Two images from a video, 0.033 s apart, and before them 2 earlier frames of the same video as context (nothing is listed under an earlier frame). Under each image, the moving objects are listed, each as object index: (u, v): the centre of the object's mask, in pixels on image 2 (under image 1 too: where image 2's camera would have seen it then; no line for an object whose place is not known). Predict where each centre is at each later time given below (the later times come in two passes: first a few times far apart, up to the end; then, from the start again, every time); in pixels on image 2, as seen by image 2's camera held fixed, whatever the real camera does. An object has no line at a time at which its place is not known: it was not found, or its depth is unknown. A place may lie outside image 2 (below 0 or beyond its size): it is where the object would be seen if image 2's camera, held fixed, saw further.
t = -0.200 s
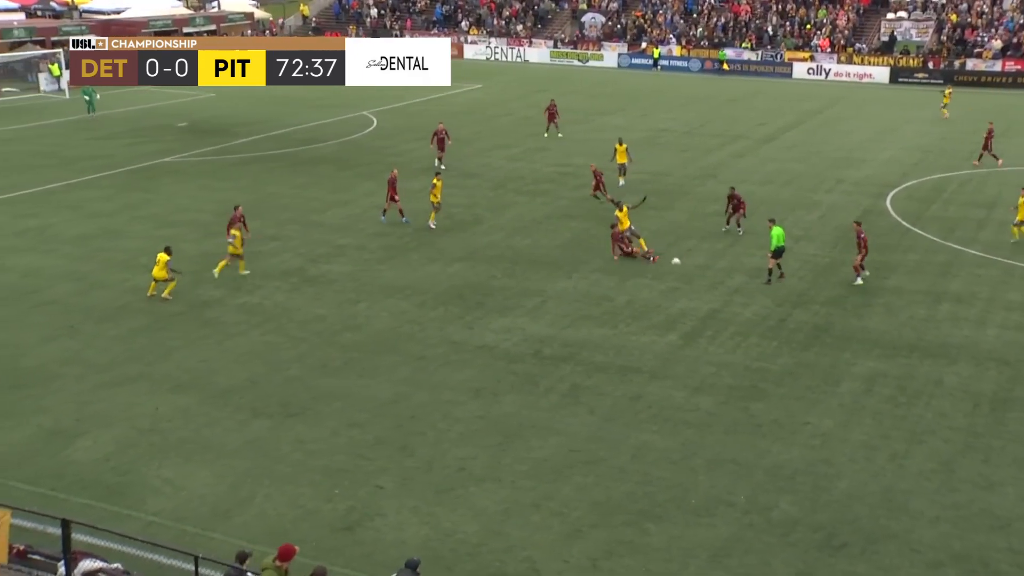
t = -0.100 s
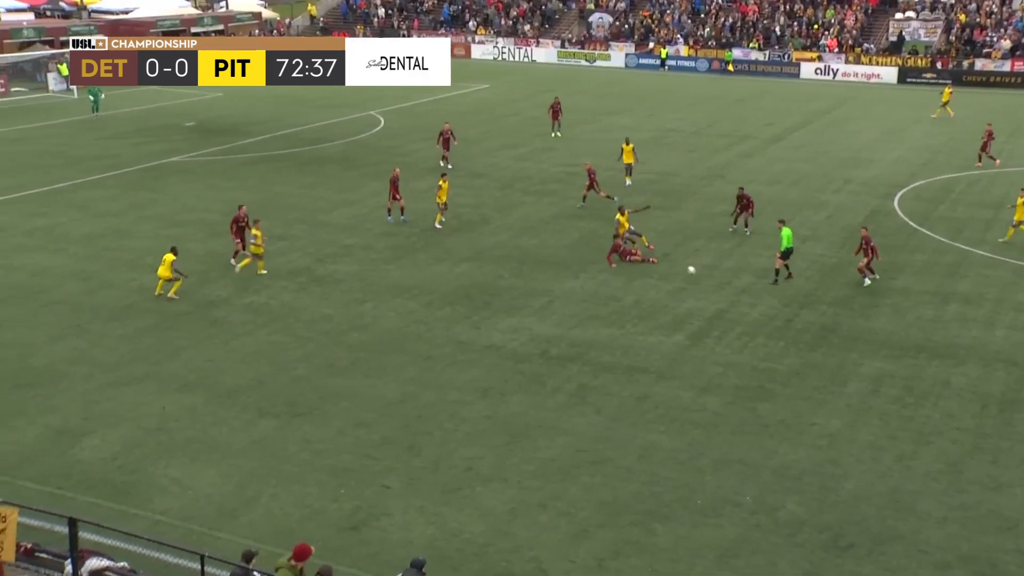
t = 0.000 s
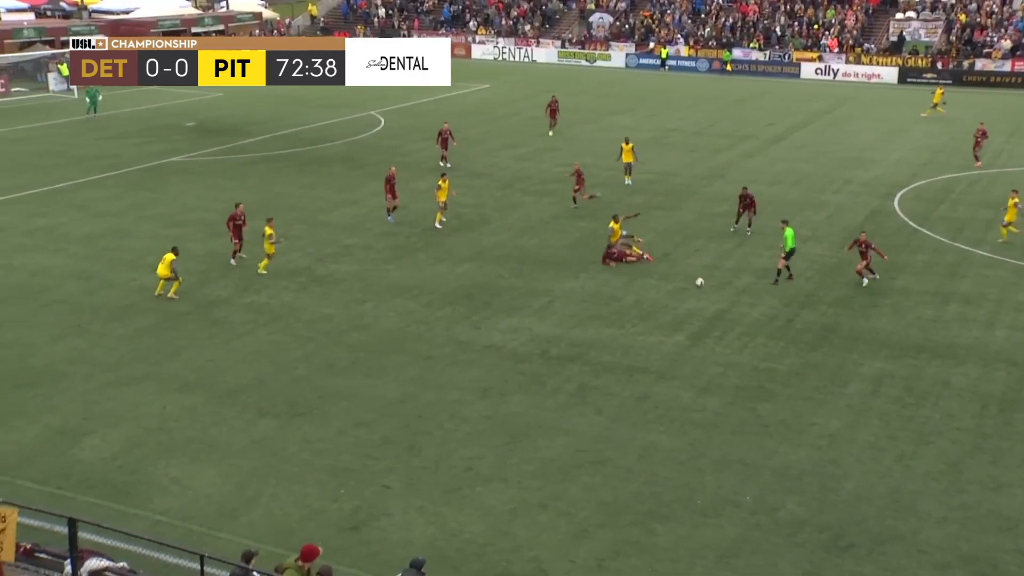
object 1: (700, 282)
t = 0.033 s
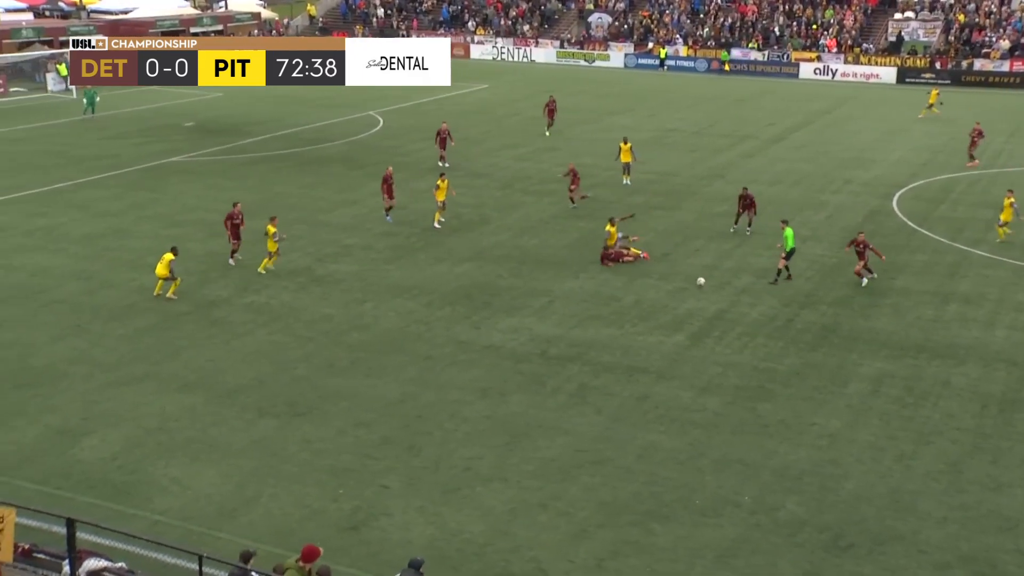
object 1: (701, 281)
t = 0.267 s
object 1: (718, 285)
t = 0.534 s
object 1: (740, 298)
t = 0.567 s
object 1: (743, 300)
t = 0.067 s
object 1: (702, 280)
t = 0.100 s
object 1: (705, 280)
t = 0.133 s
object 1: (708, 280)
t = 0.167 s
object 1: (710, 281)
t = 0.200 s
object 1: (713, 282)
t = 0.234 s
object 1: (716, 283)
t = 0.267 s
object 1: (718, 285)
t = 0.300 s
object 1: (721, 287)
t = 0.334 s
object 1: (724, 290)
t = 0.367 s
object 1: (726, 293)
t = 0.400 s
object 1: (729, 296)
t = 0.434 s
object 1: (731, 298)
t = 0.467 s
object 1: (735, 298)
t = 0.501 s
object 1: (737, 298)
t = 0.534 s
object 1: (740, 298)
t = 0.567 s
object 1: (743, 300)
